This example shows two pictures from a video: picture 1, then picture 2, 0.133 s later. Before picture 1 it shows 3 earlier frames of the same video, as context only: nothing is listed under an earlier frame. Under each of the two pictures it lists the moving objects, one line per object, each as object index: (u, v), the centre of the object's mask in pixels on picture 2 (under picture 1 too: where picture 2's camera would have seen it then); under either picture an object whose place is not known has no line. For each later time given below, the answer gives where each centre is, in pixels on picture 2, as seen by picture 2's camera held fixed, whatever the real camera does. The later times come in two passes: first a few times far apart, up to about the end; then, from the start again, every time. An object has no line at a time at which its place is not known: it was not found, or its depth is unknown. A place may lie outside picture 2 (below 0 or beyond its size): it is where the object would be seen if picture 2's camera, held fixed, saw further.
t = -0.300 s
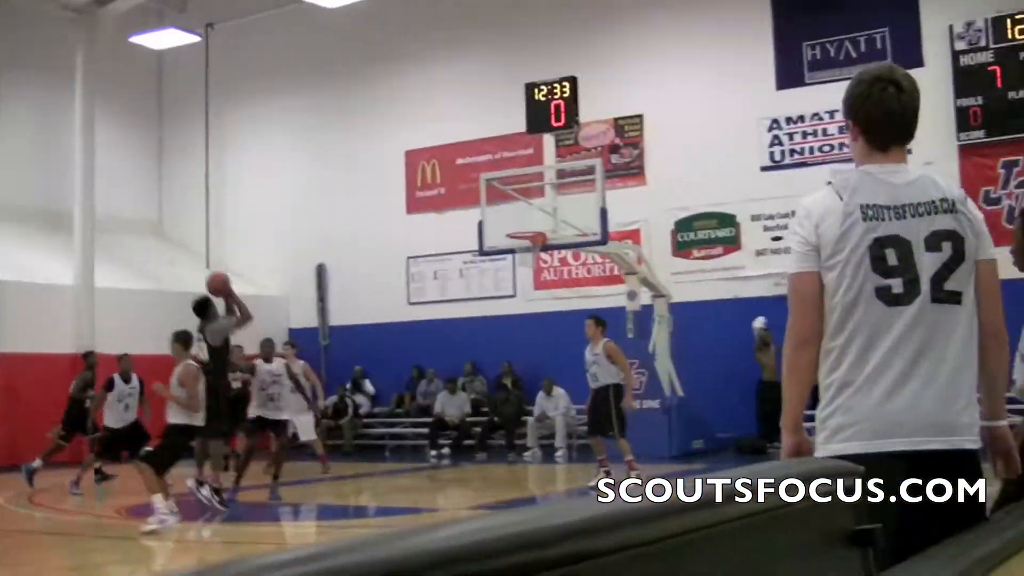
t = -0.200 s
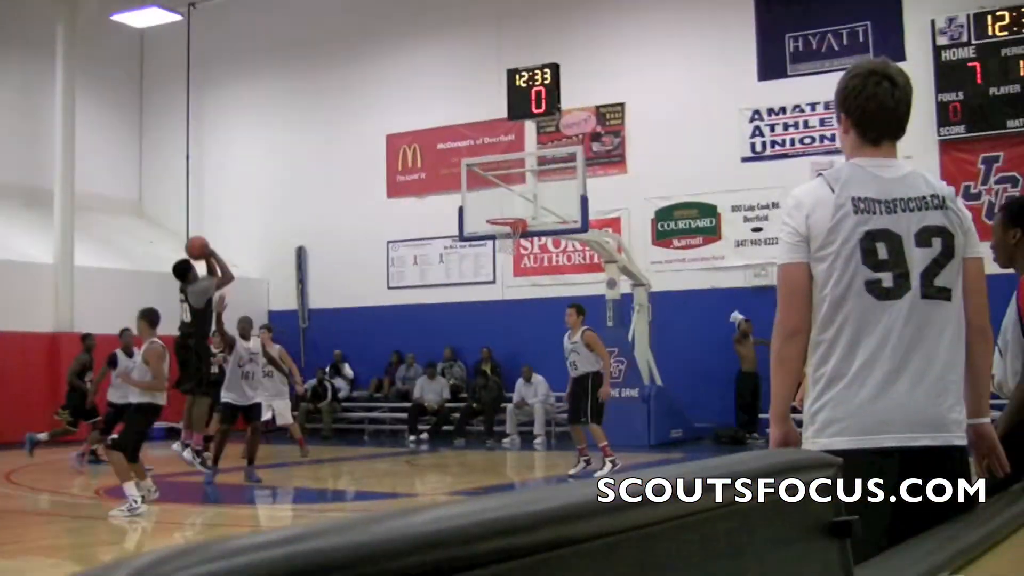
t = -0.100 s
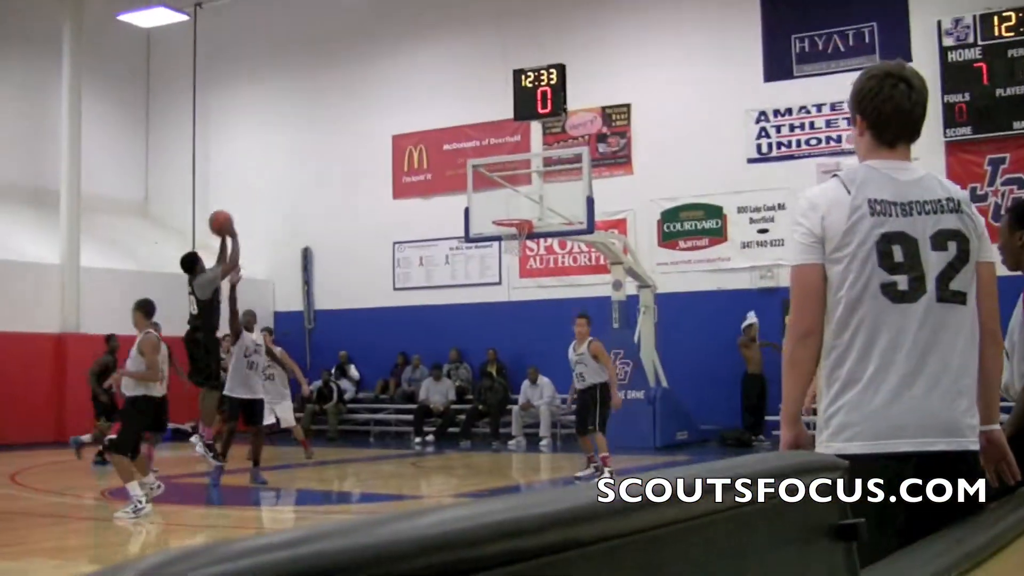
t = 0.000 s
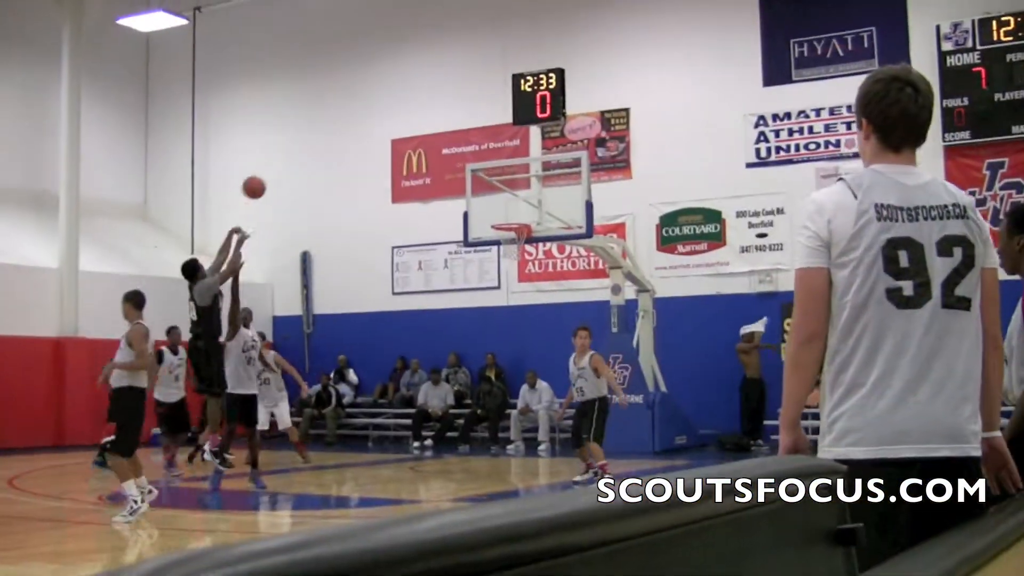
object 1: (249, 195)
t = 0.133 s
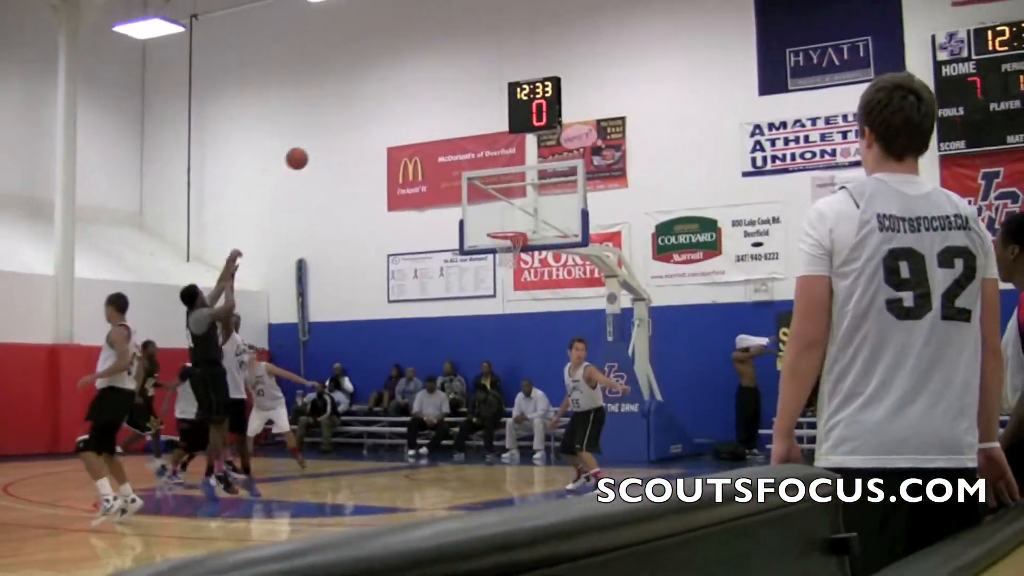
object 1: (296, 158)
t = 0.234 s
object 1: (329, 143)
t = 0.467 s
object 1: (397, 144)
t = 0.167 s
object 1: (308, 152)
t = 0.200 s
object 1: (318, 147)
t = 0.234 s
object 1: (329, 143)
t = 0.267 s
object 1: (339, 140)
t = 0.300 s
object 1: (349, 138)
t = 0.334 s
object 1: (359, 138)
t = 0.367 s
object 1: (369, 138)
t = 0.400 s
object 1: (379, 139)
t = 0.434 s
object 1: (388, 141)
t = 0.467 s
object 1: (397, 144)
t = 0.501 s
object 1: (406, 148)
